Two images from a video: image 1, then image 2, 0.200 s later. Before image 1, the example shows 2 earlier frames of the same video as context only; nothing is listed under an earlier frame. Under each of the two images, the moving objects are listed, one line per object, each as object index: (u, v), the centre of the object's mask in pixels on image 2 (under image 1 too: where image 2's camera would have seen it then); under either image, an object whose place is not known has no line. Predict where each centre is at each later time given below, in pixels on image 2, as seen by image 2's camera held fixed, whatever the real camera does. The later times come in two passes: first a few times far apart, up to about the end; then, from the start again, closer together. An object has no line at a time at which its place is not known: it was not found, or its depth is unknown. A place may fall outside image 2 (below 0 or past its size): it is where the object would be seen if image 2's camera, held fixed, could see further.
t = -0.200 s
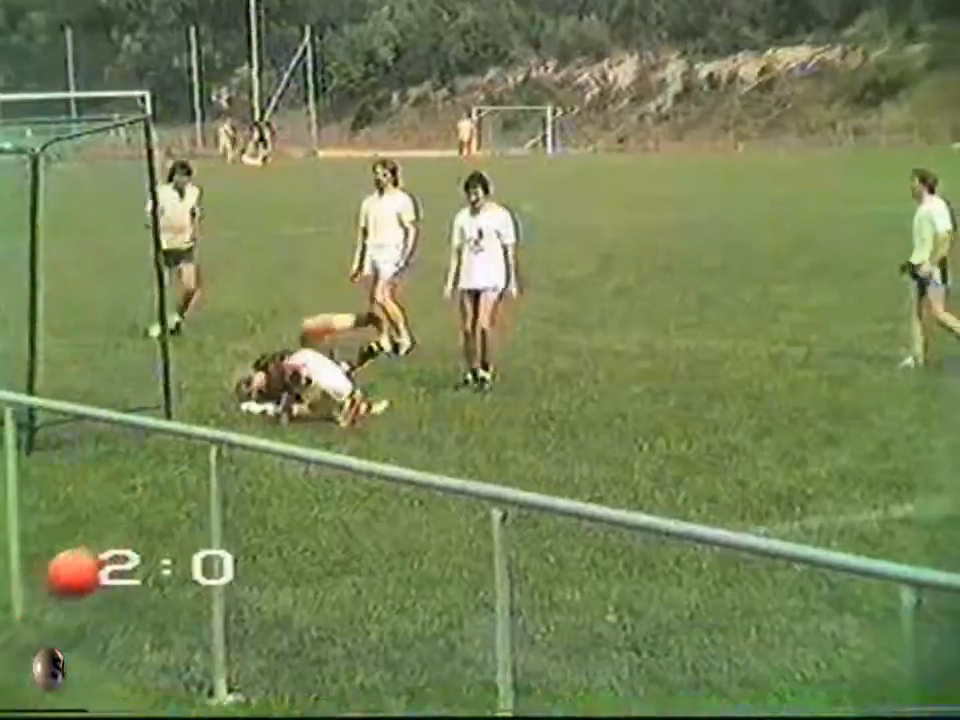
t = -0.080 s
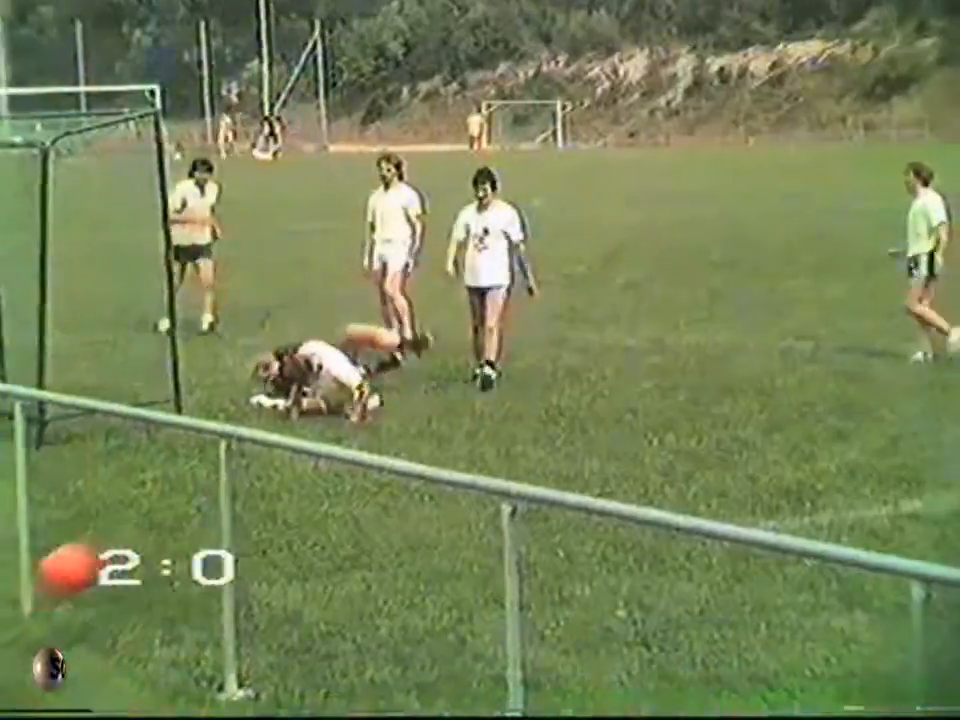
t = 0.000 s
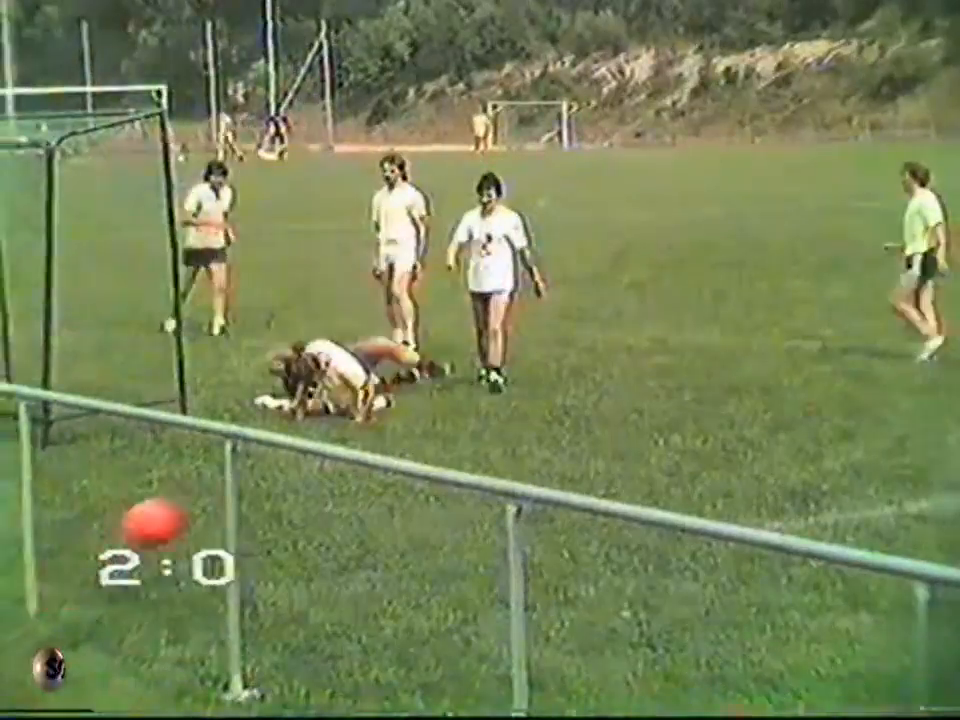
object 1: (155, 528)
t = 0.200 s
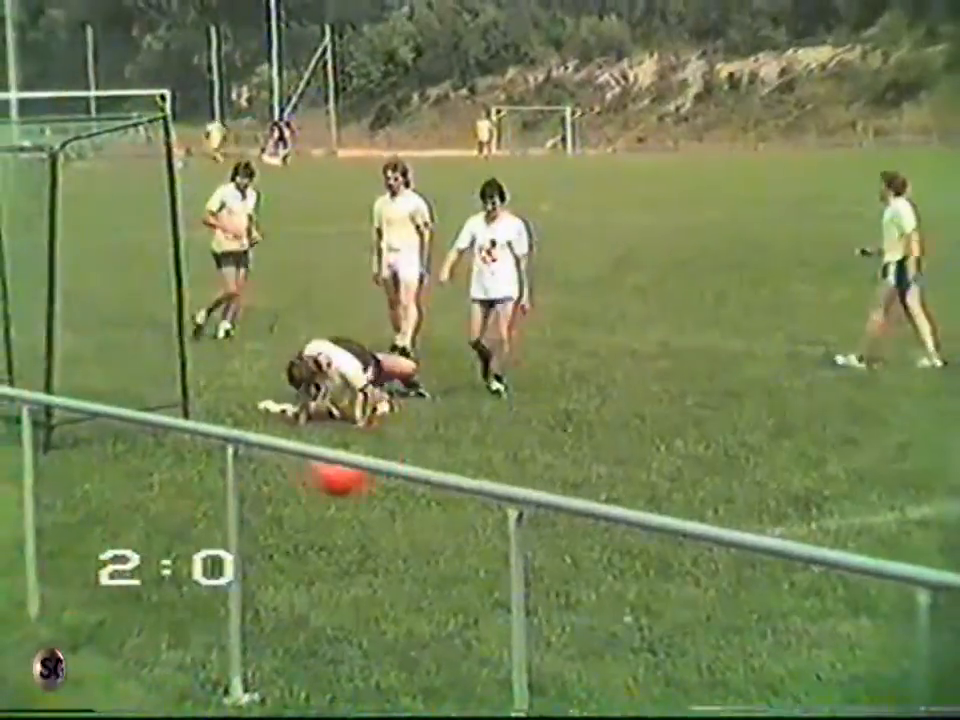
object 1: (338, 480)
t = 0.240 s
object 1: (375, 477)
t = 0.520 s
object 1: (572, 488)
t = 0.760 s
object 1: (655, 491)
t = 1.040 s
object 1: (730, 482)
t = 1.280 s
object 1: (784, 475)
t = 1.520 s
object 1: (821, 469)
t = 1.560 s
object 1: (827, 468)
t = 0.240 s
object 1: (375, 477)
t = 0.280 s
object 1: (407, 479)
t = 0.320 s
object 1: (444, 481)
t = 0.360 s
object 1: (474, 488)
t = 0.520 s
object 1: (572, 488)
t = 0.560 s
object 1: (588, 485)
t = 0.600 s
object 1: (601, 485)
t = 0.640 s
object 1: (613, 485)
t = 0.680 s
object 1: (628, 489)
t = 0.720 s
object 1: (641, 493)
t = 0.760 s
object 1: (655, 491)
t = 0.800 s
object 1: (665, 486)
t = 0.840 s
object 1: (678, 484)
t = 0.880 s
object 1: (688, 484)
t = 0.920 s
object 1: (698, 484)
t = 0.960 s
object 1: (712, 485)
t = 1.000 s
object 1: (720, 484)
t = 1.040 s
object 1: (730, 482)
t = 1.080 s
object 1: (740, 480)
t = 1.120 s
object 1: (750, 478)
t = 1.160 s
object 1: (757, 476)
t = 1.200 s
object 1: (767, 476)
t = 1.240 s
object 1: (776, 475)
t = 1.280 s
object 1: (784, 475)
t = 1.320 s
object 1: (793, 474)
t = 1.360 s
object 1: (799, 474)
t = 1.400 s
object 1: (805, 474)
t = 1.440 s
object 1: (812, 472)
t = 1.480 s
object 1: (816, 470)
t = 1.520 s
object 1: (821, 469)
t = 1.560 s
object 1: (827, 468)
